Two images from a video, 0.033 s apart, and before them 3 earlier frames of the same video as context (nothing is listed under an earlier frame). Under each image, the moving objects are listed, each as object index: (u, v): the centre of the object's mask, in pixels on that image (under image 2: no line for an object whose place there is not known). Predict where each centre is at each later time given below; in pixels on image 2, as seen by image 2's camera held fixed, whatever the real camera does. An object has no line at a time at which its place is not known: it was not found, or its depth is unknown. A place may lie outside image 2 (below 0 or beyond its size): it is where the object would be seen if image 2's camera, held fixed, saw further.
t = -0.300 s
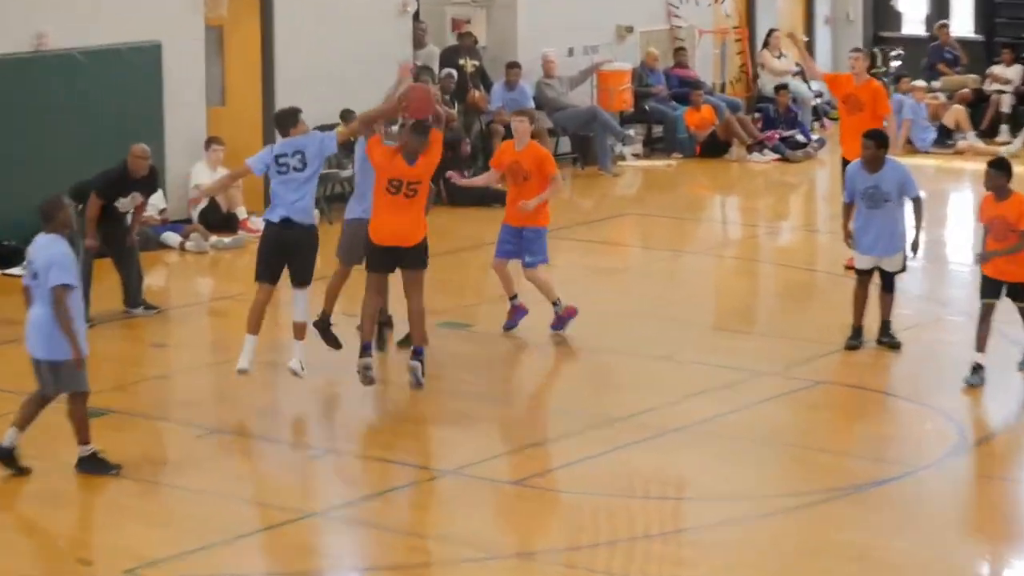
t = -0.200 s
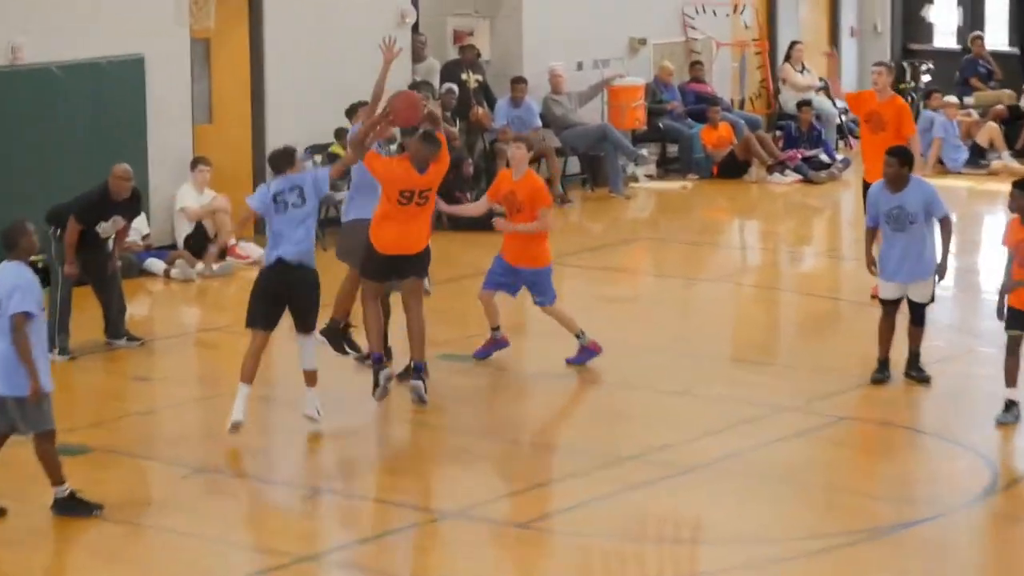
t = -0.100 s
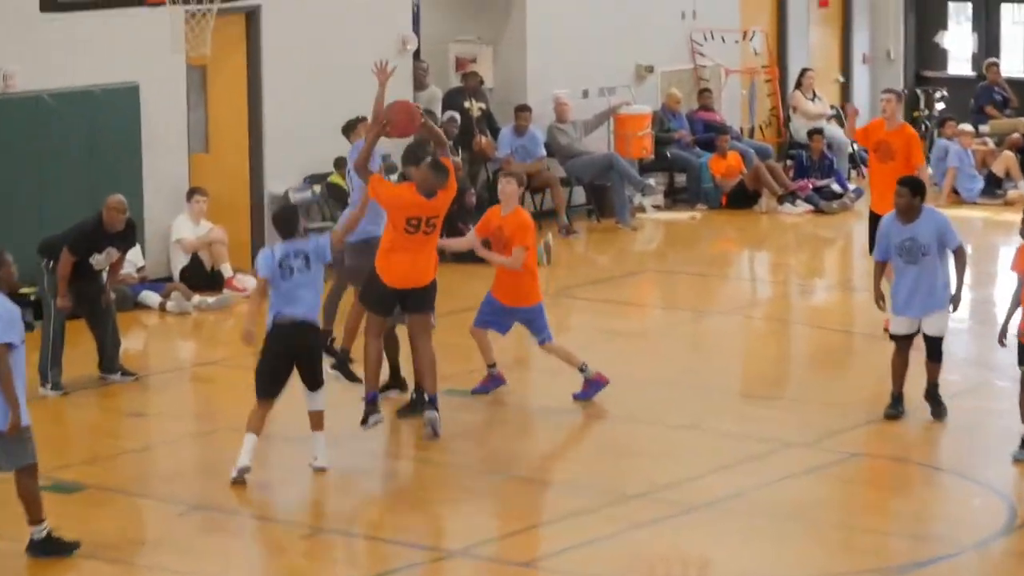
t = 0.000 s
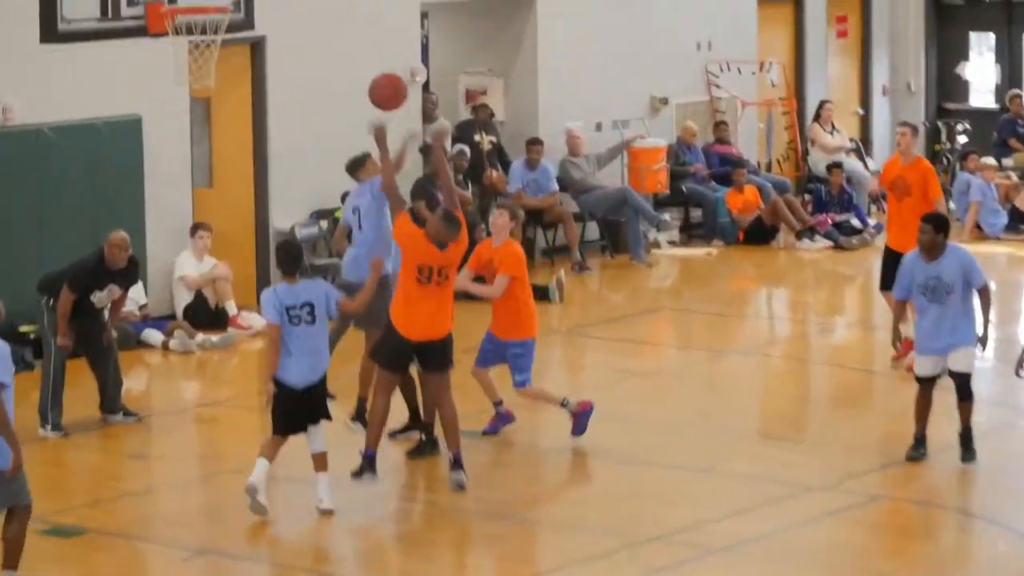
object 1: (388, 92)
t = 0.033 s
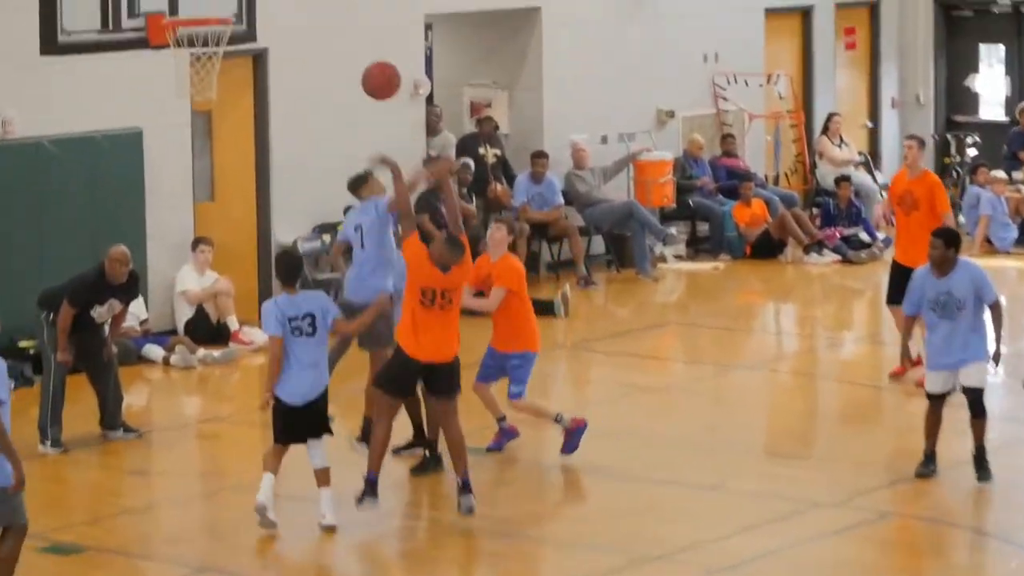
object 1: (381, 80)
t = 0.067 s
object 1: (371, 58)
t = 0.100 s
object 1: (361, 38)
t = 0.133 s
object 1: (351, 21)
